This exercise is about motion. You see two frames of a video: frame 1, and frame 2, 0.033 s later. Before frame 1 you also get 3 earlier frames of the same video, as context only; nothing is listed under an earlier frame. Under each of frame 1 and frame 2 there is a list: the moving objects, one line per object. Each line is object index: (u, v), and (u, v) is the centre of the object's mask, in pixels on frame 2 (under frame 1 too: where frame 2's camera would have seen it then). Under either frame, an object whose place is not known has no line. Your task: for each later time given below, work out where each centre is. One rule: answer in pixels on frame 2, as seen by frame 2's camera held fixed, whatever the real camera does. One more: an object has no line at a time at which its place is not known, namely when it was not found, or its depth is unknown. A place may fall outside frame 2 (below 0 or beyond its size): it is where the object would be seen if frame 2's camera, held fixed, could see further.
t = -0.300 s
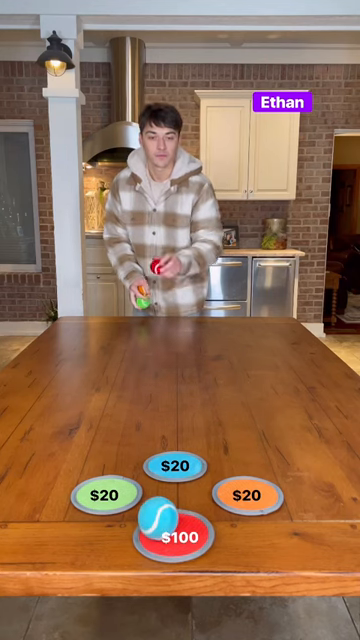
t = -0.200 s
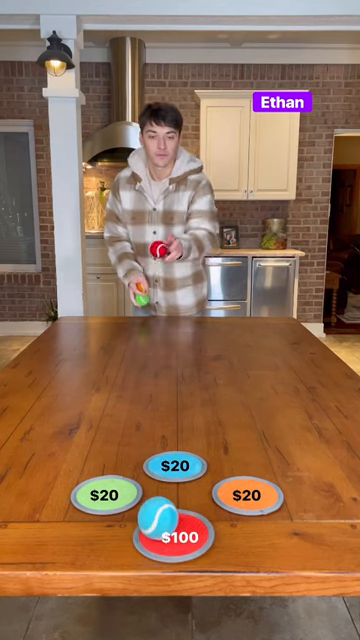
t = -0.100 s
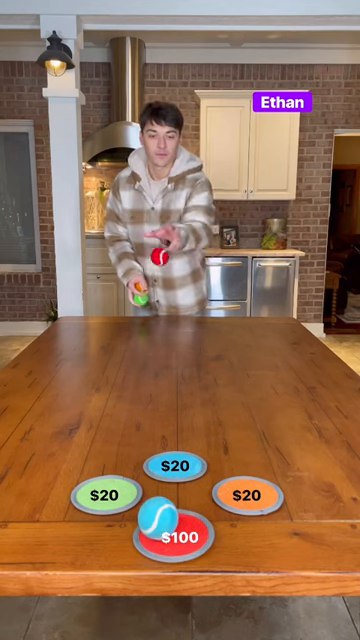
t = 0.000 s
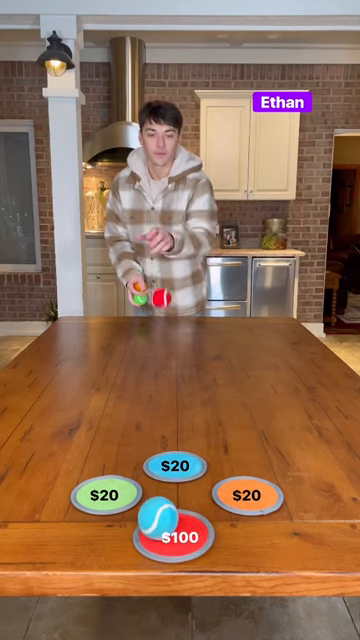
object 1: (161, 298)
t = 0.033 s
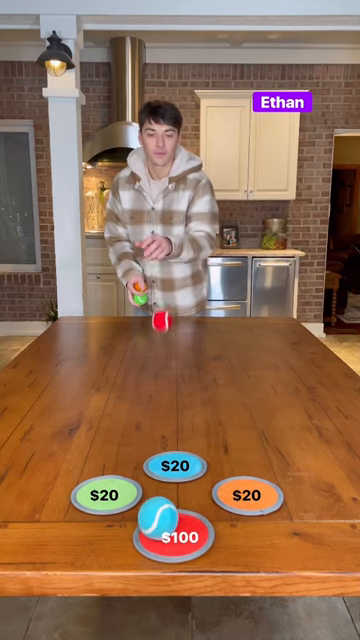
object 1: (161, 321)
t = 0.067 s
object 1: (162, 348)
